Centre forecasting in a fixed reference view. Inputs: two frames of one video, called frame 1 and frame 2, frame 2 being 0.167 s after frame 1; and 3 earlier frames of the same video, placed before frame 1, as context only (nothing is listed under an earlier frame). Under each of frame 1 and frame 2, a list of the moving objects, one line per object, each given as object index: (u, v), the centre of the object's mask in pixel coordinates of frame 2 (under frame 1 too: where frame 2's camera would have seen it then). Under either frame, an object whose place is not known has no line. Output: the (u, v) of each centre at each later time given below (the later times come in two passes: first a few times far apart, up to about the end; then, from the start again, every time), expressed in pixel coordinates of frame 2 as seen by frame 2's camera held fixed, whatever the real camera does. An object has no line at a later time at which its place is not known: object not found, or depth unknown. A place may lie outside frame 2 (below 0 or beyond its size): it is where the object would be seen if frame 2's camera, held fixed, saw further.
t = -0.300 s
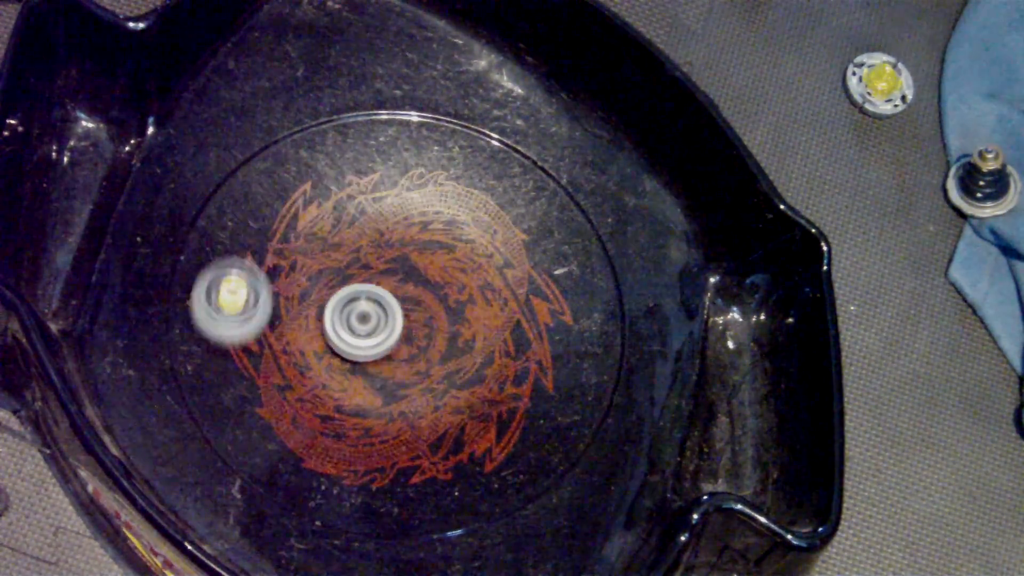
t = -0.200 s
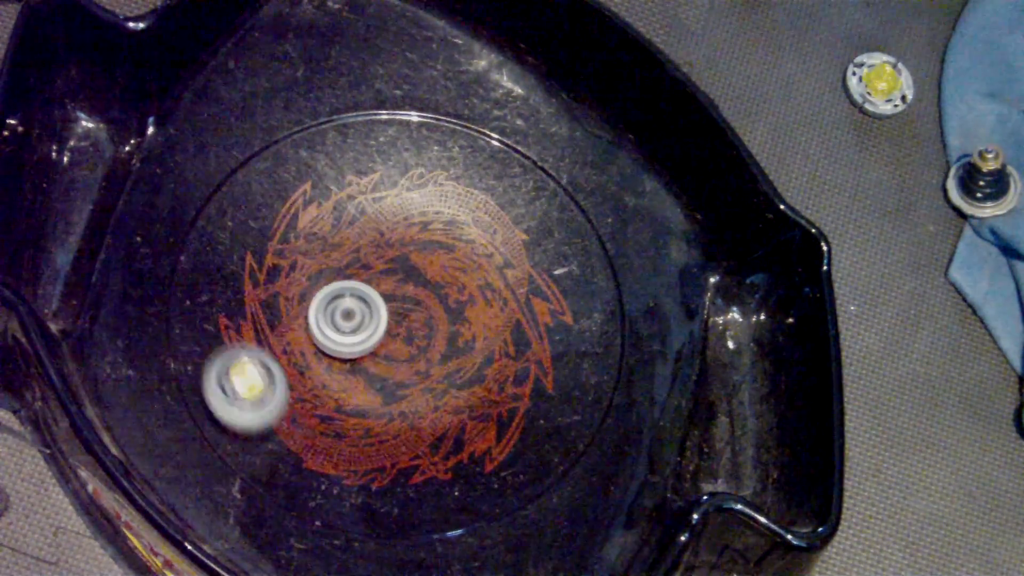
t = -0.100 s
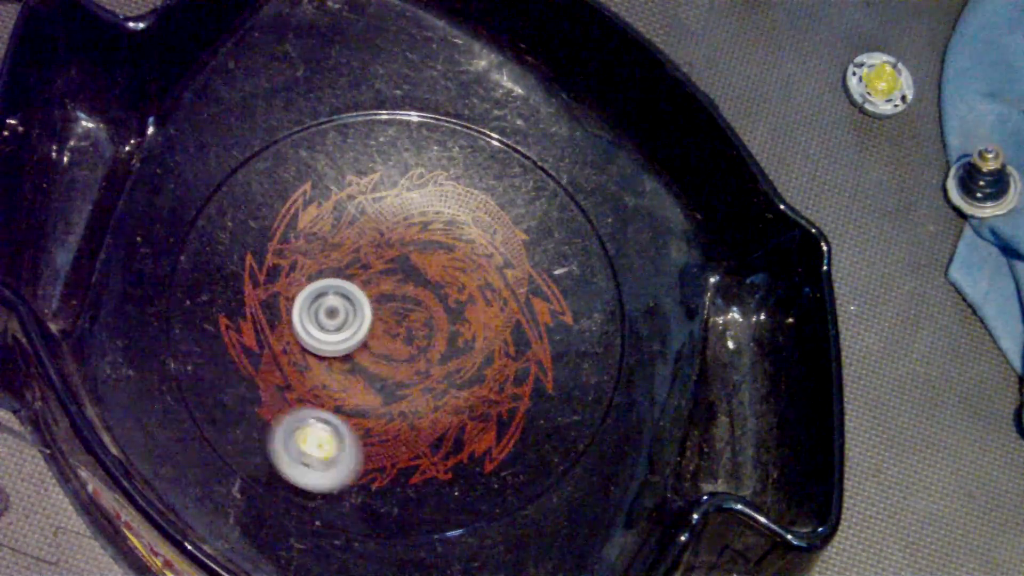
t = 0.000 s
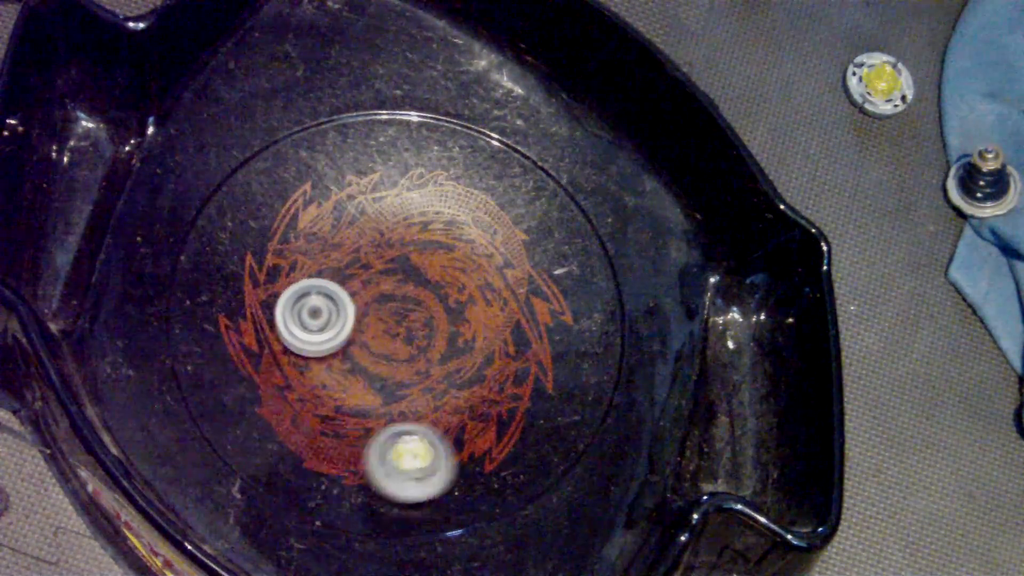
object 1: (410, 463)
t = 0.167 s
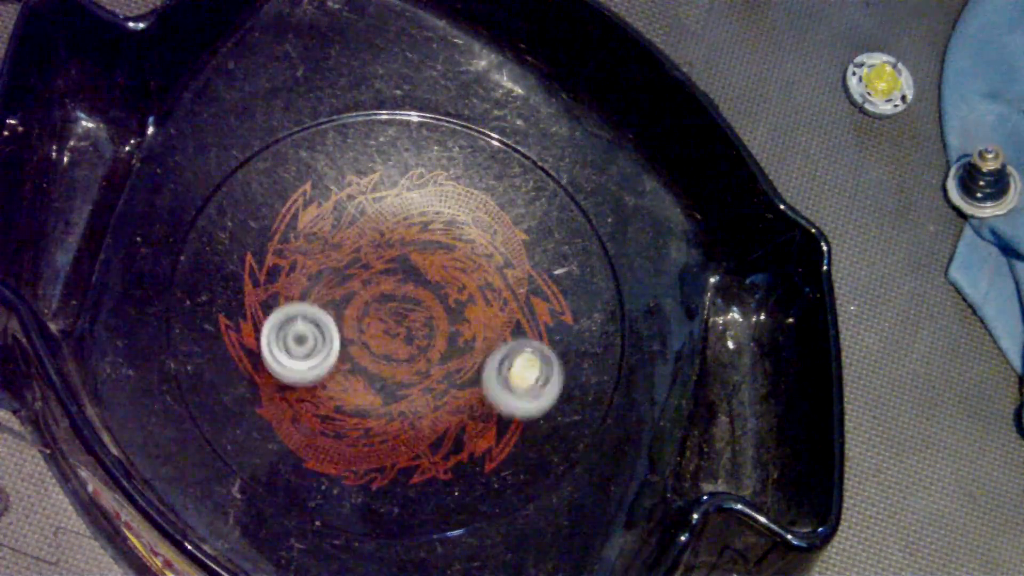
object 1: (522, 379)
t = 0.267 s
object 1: (530, 302)
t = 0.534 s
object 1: (361, 186)
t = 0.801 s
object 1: (253, 353)
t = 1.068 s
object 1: (459, 434)
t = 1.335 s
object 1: (520, 259)
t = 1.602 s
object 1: (329, 210)
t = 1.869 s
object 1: (308, 406)
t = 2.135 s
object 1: (515, 402)
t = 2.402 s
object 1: (486, 231)
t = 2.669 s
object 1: (292, 270)
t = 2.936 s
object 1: (362, 449)
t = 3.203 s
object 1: (533, 369)
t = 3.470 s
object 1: (429, 222)
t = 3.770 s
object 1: (286, 275)
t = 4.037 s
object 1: (336, 434)
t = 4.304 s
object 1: (502, 376)
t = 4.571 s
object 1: (450, 243)
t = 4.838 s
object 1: (292, 245)
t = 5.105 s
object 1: (300, 415)
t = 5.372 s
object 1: (467, 409)
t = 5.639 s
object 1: (489, 263)
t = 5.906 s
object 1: (341, 200)
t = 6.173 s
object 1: (278, 353)
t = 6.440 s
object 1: (444, 411)
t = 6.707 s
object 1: (519, 322)
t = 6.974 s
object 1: (414, 232)
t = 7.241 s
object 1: (372, 296)
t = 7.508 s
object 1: (445, 273)
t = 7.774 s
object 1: (392, 209)
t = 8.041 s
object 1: (324, 317)
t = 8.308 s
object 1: (414, 419)
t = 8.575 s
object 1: (516, 398)
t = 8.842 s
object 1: (502, 268)
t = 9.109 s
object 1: (377, 247)
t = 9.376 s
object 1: (290, 284)
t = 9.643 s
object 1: (321, 414)
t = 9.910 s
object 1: (388, 443)
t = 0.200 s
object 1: (530, 353)
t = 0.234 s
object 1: (532, 326)
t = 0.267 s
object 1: (530, 302)
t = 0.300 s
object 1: (521, 276)
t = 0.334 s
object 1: (509, 253)
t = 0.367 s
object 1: (491, 231)
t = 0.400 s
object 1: (470, 212)
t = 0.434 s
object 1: (444, 199)
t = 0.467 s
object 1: (416, 190)
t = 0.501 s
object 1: (389, 186)
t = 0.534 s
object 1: (361, 186)
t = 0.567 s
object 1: (332, 193)
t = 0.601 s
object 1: (307, 205)
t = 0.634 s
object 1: (284, 221)
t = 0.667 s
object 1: (265, 242)
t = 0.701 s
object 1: (253, 268)
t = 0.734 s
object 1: (246, 294)
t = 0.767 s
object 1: (246, 324)
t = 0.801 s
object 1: (253, 353)
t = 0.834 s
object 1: (267, 380)
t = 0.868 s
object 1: (286, 403)
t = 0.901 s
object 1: (310, 423)
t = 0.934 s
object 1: (339, 437)
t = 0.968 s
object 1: (370, 445)
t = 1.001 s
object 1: (401, 447)
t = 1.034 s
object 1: (431, 443)
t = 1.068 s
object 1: (459, 434)
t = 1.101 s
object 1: (484, 420)
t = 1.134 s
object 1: (504, 402)
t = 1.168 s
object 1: (520, 381)
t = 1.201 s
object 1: (531, 358)
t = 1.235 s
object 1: (536, 332)
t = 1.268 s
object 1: (536, 307)
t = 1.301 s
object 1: (531, 281)
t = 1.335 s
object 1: (520, 259)
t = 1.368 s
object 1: (506, 238)
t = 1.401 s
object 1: (487, 220)
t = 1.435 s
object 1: (463, 206)
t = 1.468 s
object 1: (434, 196)
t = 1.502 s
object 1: (410, 192)
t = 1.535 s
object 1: (381, 193)
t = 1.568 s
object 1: (354, 198)
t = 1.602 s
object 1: (329, 210)
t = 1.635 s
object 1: (306, 227)
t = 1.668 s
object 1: (288, 249)
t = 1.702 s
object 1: (275, 274)
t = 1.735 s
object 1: (269, 302)
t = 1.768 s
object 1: (269, 330)
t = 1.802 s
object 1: (277, 358)
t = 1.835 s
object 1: (290, 383)
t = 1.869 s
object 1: (308, 406)
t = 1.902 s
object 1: (332, 424)
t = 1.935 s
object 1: (359, 437)
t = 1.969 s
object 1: (387, 445)
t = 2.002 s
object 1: (417, 447)
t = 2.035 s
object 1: (446, 443)
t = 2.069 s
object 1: (473, 434)
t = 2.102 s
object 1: (496, 420)
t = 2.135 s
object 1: (515, 402)
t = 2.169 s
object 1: (530, 381)
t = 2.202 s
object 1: (539, 358)
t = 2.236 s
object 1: (542, 335)
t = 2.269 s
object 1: (541, 311)
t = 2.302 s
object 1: (534, 287)
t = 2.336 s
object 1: (522, 265)
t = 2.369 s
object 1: (506, 247)
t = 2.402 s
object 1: (486, 231)
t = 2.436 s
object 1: (462, 219)
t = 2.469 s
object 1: (434, 212)
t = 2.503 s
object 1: (407, 209)
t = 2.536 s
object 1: (380, 212)
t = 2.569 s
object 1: (353, 221)
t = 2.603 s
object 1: (330, 233)
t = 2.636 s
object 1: (308, 250)
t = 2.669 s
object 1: (292, 270)
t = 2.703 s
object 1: (281, 292)
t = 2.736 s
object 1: (275, 319)
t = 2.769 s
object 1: (274, 345)
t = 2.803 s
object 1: (281, 372)
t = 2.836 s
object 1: (293, 396)
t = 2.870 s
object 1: (312, 419)
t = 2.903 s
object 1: (335, 436)
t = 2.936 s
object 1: (362, 449)
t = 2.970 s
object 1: (390, 456)
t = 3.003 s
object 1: (418, 458)
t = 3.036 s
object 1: (446, 453)
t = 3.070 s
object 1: (472, 444)
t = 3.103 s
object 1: (493, 431)
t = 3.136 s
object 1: (512, 412)
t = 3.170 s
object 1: (525, 392)
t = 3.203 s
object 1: (533, 369)
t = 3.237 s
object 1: (536, 345)
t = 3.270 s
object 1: (533, 320)
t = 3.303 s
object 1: (525, 298)
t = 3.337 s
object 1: (511, 275)
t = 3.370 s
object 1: (495, 257)
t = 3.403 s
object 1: (474, 241)
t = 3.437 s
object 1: (450, 230)
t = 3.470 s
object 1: (429, 222)
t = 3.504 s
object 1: (410, 216)
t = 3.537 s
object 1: (389, 215)
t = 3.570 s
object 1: (367, 219)
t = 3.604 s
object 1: (343, 225)
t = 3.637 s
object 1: (325, 231)
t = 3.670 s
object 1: (315, 234)
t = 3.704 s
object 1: (305, 243)
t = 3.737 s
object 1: (295, 258)
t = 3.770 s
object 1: (286, 275)
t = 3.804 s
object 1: (278, 295)
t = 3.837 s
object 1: (273, 319)
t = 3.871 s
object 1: (273, 345)
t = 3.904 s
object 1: (279, 369)
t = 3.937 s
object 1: (290, 392)
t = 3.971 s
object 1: (305, 412)
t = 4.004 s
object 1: (319, 424)
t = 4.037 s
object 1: (336, 434)
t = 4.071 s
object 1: (359, 441)
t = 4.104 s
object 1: (384, 444)
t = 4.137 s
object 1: (410, 443)
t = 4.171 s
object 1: (436, 436)
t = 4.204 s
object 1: (458, 426)
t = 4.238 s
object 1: (477, 412)
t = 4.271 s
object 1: (491, 394)
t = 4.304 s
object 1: (502, 376)
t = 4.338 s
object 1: (507, 355)
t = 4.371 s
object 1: (508, 336)
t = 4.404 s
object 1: (505, 319)
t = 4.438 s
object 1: (499, 301)
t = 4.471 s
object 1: (489, 282)
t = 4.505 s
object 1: (479, 269)
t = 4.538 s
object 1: (465, 254)
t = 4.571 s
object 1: (450, 243)
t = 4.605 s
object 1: (436, 234)
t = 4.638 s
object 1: (418, 227)
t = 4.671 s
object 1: (400, 223)
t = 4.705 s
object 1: (379, 220)
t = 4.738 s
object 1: (356, 221)
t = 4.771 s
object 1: (334, 224)
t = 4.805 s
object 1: (311, 233)
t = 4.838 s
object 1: (292, 245)
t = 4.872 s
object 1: (276, 261)
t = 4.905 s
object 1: (263, 283)
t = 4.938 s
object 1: (255, 306)
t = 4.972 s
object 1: (254, 330)
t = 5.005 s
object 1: (258, 356)
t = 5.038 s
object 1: (268, 379)
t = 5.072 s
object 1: (281, 398)
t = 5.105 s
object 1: (300, 415)
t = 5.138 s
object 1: (322, 428)
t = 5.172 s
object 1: (348, 437)
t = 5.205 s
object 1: (375, 441)
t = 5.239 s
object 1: (399, 440)
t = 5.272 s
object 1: (421, 436)
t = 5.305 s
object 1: (437, 431)
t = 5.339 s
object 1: (452, 422)
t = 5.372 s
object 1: (467, 409)
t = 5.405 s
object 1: (480, 391)
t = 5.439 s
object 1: (490, 373)
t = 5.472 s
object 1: (497, 354)
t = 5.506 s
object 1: (501, 334)
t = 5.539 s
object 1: (502, 315)
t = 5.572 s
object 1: (500, 294)
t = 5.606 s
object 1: (496, 278)
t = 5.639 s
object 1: (489, 263)
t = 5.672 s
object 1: (480, 248)
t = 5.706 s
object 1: (466, 234)
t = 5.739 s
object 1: (450, 220)
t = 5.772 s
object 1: (431, 208)
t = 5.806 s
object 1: (409, 201)
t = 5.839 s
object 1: (386, 197)
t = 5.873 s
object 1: (363, 197)
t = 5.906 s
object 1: (341, 200)
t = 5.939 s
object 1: (321, 208)
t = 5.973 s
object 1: (301, 219)
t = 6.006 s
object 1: (284, 236)
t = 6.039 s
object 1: (272, 255)
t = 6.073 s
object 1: (265, 278)
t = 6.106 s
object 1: (263, 304)
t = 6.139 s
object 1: (267, 329)
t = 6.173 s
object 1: (278, 353)
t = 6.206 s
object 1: (293, 374)
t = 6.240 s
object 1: (312, 391)
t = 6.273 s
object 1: (333, 403)
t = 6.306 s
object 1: (355, 412)
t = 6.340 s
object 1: (378, 416)
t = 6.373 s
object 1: (400, 418)
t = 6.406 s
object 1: (422, 416)
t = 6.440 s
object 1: (444, 411)
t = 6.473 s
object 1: (464, 403)
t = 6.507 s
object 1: (482, 392)
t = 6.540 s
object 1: (498, 379)
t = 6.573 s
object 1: (512, 362)
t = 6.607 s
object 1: (520, 349)
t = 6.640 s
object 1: (523, 342)
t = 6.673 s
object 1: (522, 334)
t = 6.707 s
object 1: (519, 322)
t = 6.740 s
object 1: (514, 308)
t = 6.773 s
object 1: (506, 292)
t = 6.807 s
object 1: (497, 275)
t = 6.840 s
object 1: (485, 259)
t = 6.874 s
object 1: (470, 247)
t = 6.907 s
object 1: (453, 239)
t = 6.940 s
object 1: (433, 233)
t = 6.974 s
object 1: (414, 232)
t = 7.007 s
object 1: (396, 236)
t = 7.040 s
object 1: (381, 241)
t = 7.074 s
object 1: (370, 248)
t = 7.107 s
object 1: (366, 256)
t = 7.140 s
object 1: (364, 265)
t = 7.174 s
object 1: (365, 276)
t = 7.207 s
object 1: (368, 286)
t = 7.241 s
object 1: (372, 296)
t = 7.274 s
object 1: (377, 306)
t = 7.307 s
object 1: (382, 315)
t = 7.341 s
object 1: (387, 323)
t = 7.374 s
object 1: (398, 317)
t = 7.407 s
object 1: (412, 305)
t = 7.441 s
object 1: (424, 295)
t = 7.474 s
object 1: (436, 283)
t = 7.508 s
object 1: (445, 273)
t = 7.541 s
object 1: (454, 260)
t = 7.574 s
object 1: (460, 248)
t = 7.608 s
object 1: (459, 236)
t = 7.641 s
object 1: (453, 227)
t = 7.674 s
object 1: (443, 218)
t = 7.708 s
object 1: (430, 213)
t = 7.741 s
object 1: (413, 210)
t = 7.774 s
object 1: (392, 209)
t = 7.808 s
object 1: (373, 214)
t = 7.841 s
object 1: (354, 222)
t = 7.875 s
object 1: (337, 233)
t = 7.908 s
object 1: (325, 248)
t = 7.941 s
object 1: (317, 267)
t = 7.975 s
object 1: (315, 284)
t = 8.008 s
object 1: (317, 302)
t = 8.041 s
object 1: (324, 317)
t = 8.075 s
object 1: (334, 330)
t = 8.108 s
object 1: (347, 343)
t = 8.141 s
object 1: (360, 355)
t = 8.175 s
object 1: (374, 366)
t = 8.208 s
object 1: (390, 377)
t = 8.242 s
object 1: (400, 390)
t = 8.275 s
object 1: (406, 407)
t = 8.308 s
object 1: (414, 419)
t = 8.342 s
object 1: (424, 426)
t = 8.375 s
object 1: (435, 429)
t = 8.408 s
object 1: (448, 427)
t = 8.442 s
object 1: (463, 421)
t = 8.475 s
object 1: (479, 412)
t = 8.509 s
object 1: (494, 411)
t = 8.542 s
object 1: (507, 407)
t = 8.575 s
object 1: (516, 398)
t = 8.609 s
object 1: (523, 385)
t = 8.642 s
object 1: (528, 369)
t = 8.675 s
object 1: (530, 350)
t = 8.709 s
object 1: (529, 331)
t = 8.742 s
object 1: (529, 315)
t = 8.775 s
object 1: (525, 297)
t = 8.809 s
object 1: (515, 282)
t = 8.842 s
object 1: (502, 268)
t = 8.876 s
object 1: (485, 257)
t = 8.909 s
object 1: (467, 249)
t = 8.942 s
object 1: (451, 242)
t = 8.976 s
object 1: (436, 237)
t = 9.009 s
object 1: (422, 234)
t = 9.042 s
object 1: (408, 237)
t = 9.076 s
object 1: (391, 241)
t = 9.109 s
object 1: (377, 247)
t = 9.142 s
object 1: (362, 252)
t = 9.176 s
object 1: (349, 258)
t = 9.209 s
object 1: (336, 265)
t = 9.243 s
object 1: (324, 265)
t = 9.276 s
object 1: (311, 263)
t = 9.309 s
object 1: (302, 266)
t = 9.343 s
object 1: (295, 274)
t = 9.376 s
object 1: (290, 284)
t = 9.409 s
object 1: (285, 298)
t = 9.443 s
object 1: (283, 313)
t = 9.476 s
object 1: (282, 331)
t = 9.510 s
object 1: (283, 348)
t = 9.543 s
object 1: (288, 366)
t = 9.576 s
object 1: (295, 384)
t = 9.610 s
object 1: (306, 400)
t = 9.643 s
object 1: (321, 414)
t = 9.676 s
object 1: (338, 426)
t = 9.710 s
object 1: (357, 434)
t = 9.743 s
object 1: (377, 438)
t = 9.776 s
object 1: (383, 444)
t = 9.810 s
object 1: (379, 451)
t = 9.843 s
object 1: (378, 452)
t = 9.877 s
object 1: (381, 450)
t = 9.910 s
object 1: (388, 443)
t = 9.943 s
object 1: (399, 434)
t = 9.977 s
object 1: (411, 423)
